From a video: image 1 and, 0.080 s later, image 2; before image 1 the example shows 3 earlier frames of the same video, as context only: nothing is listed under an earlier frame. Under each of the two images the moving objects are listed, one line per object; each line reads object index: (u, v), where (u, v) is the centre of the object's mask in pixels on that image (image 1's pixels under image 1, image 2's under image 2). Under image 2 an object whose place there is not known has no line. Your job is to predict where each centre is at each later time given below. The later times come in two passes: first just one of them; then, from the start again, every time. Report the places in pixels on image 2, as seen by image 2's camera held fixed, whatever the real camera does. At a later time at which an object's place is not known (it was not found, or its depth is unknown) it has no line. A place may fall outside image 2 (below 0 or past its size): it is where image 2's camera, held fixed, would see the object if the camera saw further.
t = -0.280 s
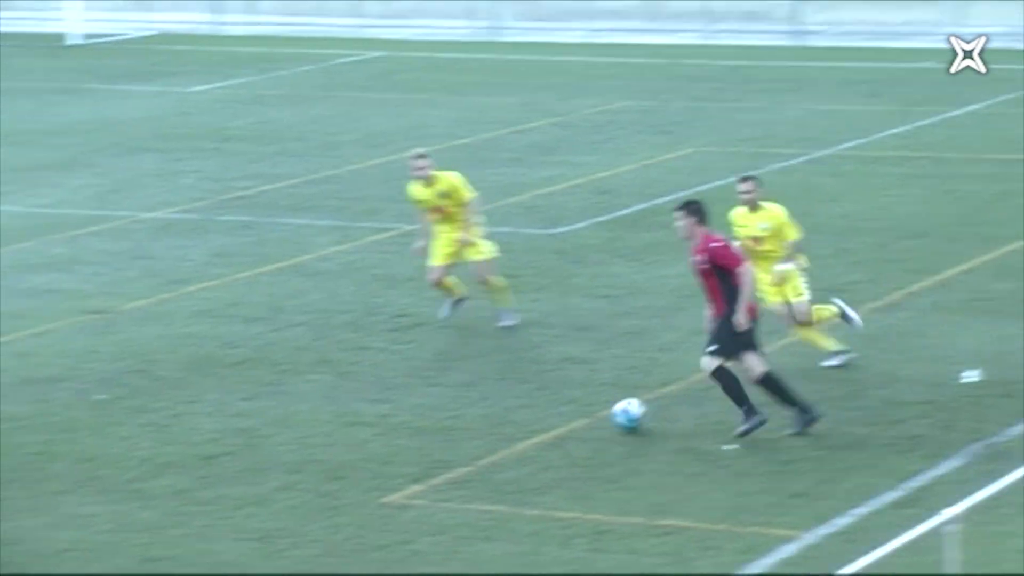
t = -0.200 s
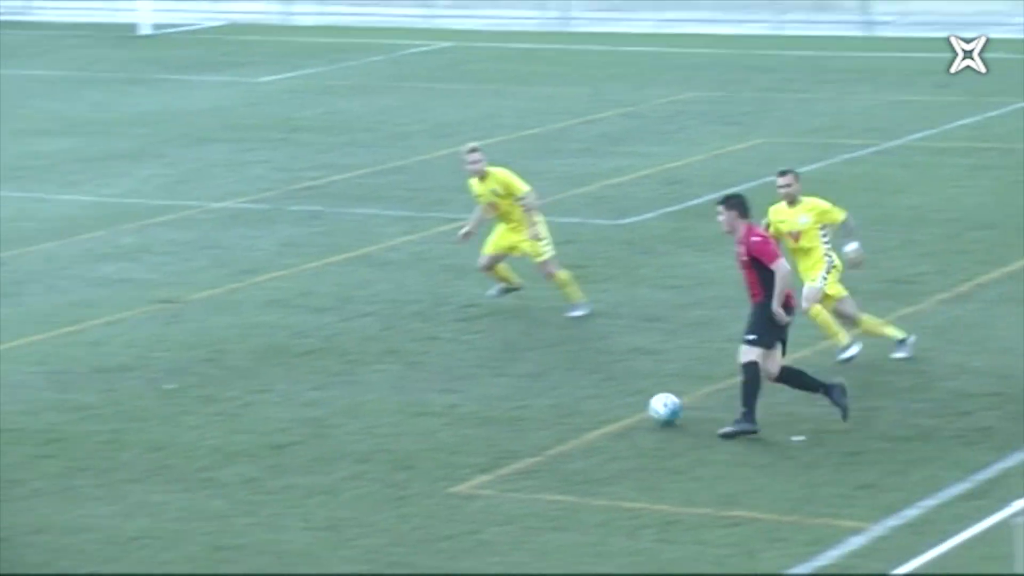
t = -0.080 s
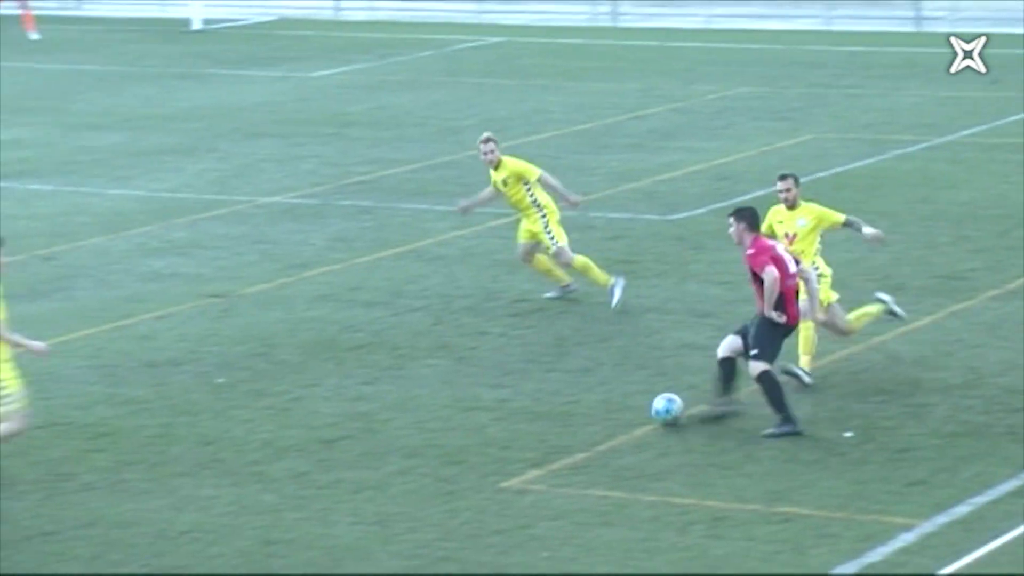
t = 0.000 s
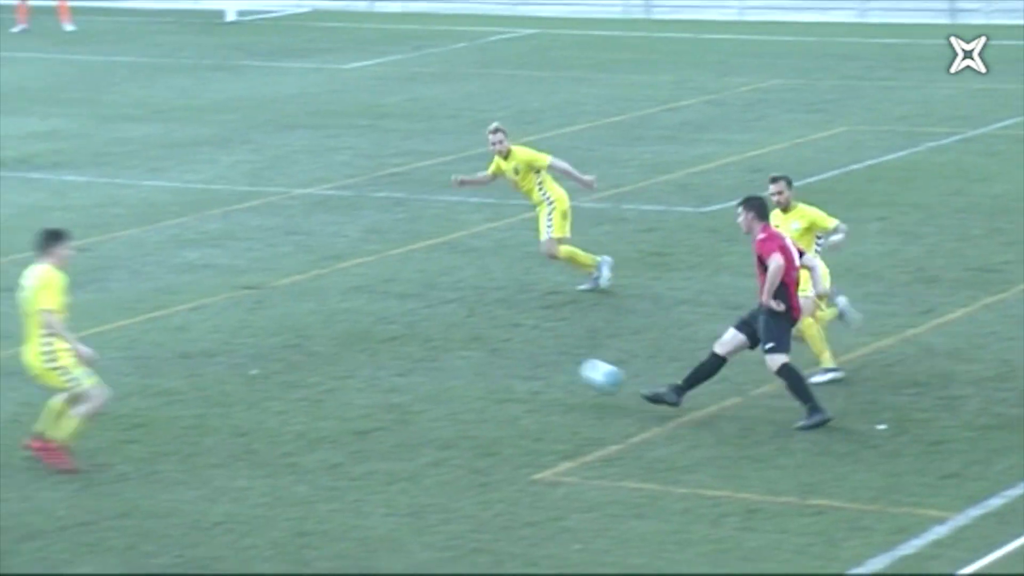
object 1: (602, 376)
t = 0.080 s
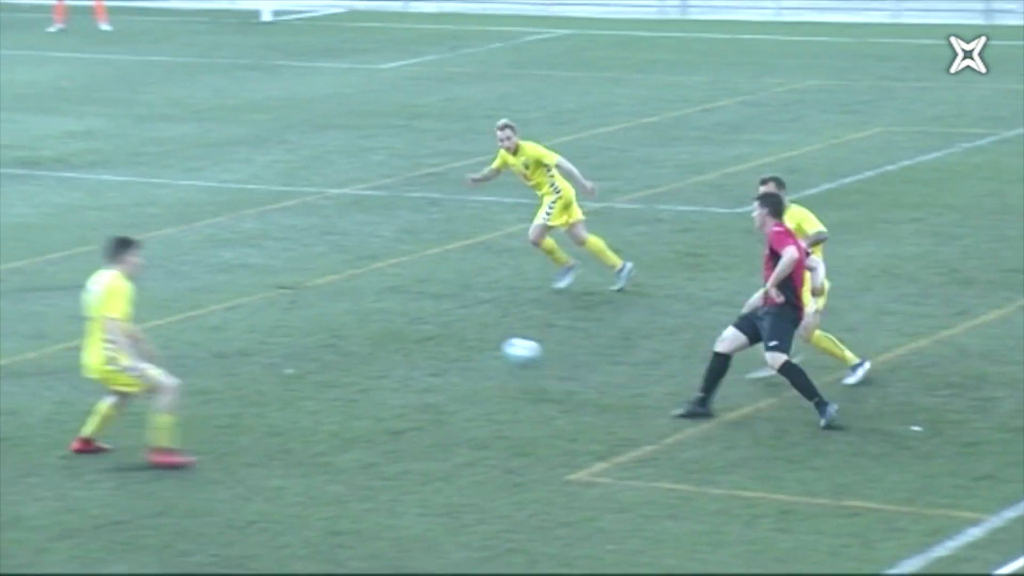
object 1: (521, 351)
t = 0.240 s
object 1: (322, 334)
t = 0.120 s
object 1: (468, 345)
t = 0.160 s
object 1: (418, 339)
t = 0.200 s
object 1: (369, 336)
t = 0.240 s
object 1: (322, 334)
